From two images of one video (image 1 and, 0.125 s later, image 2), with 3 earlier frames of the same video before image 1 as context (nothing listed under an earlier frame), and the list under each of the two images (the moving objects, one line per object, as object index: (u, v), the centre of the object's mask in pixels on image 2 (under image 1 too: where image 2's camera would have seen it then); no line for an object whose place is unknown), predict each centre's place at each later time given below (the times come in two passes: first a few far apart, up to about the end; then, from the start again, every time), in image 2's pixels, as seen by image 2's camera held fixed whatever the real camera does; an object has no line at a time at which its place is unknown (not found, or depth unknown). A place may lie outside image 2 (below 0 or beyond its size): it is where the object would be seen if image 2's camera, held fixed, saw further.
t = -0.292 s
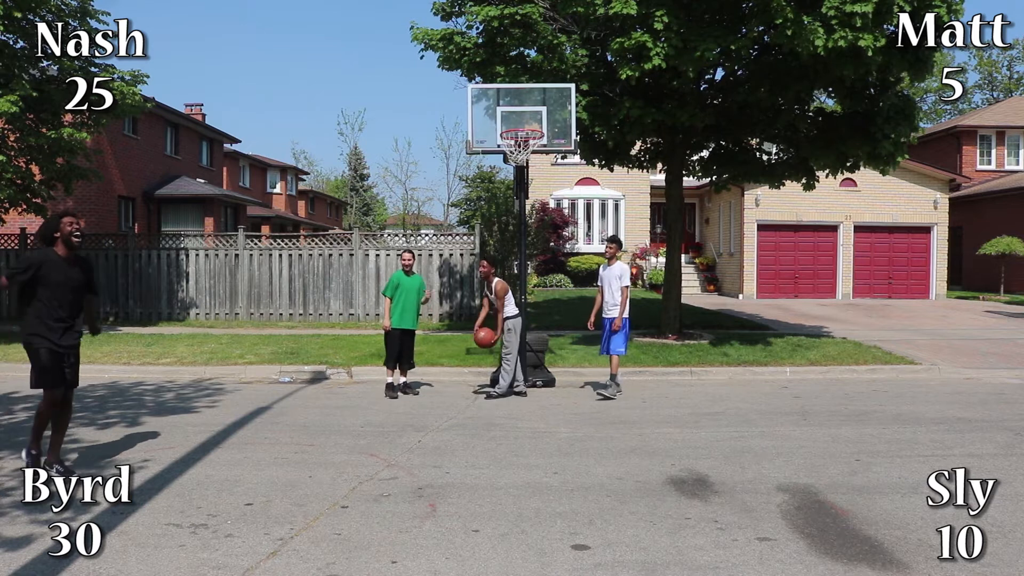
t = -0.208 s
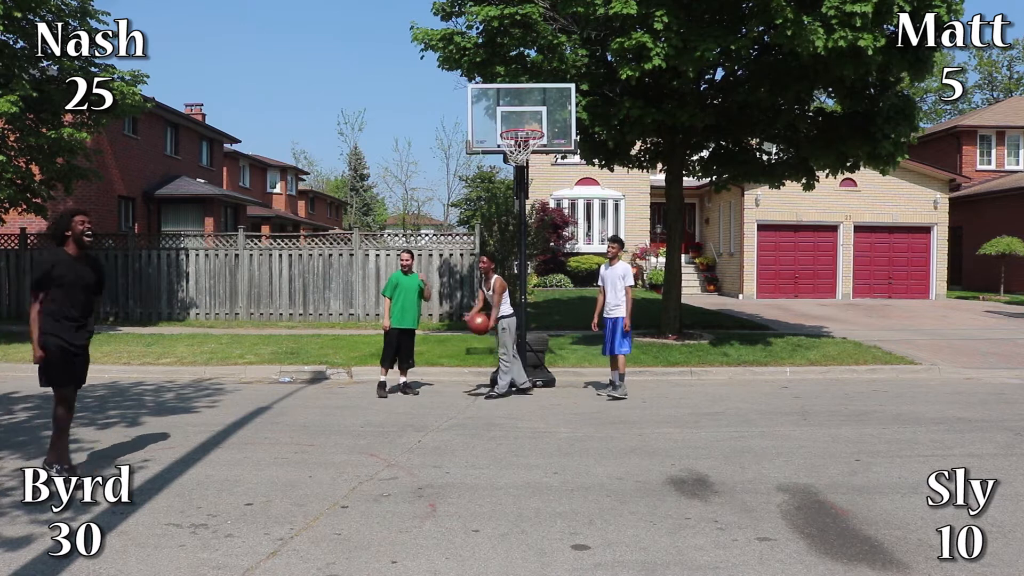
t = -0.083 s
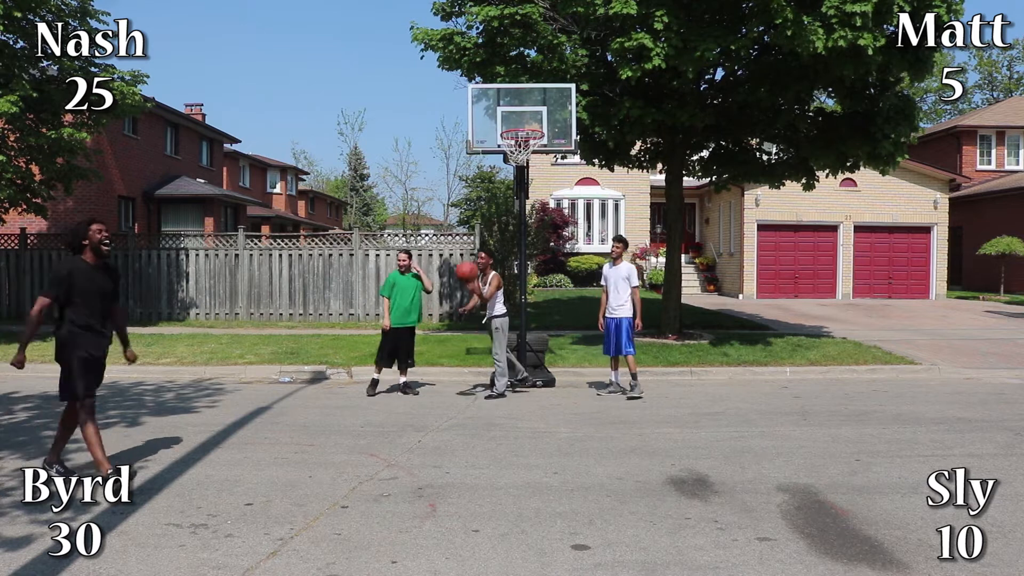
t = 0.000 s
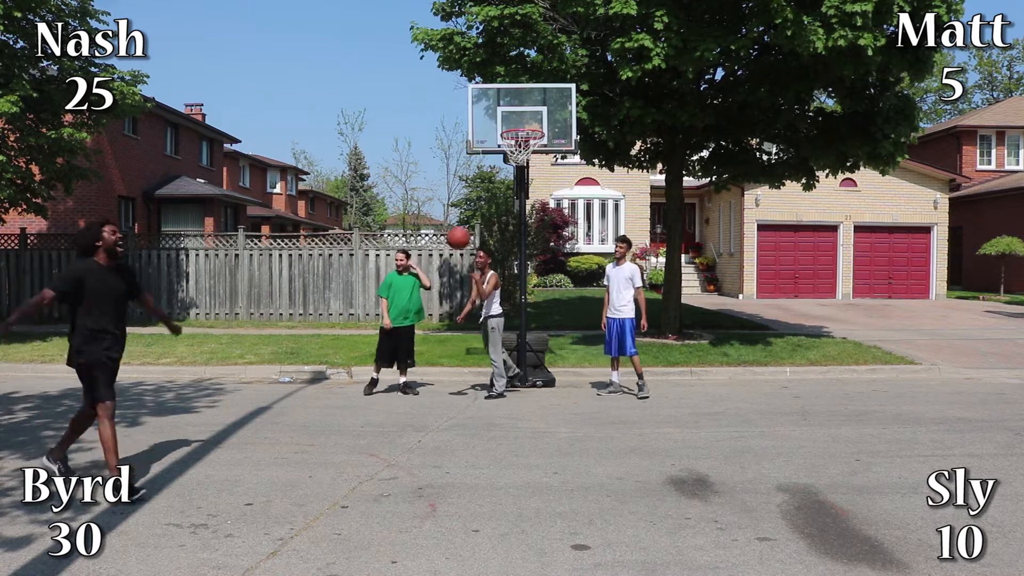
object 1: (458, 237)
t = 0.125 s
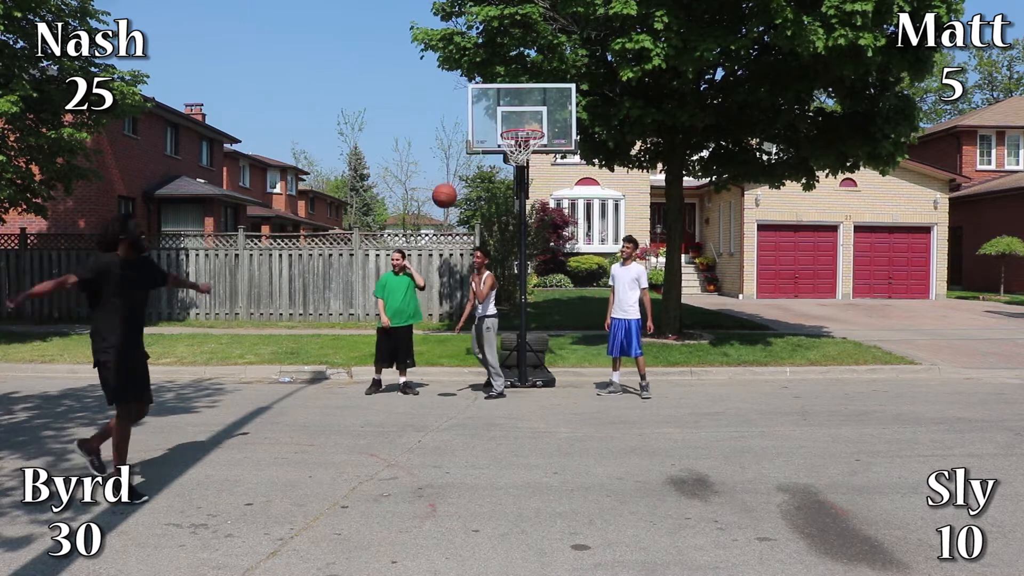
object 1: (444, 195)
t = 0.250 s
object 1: (429, 166)
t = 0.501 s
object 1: (394, 151)
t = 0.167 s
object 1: (439, 184)
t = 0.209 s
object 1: (435, 174)
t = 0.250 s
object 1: (429, 166)
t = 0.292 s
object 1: (424, 159)
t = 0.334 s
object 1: (418, 153)
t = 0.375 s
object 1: (413, 150)
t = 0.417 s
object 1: (407, 148)
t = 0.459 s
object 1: (400, 149)
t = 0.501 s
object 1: (394, 151)
